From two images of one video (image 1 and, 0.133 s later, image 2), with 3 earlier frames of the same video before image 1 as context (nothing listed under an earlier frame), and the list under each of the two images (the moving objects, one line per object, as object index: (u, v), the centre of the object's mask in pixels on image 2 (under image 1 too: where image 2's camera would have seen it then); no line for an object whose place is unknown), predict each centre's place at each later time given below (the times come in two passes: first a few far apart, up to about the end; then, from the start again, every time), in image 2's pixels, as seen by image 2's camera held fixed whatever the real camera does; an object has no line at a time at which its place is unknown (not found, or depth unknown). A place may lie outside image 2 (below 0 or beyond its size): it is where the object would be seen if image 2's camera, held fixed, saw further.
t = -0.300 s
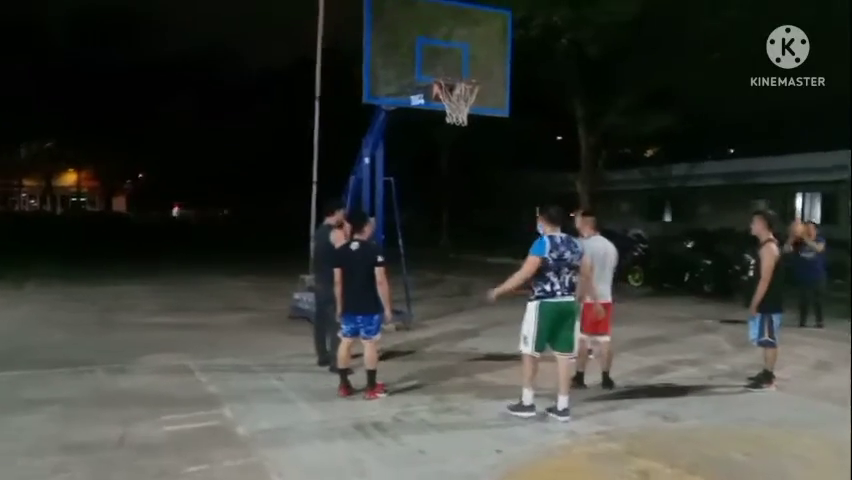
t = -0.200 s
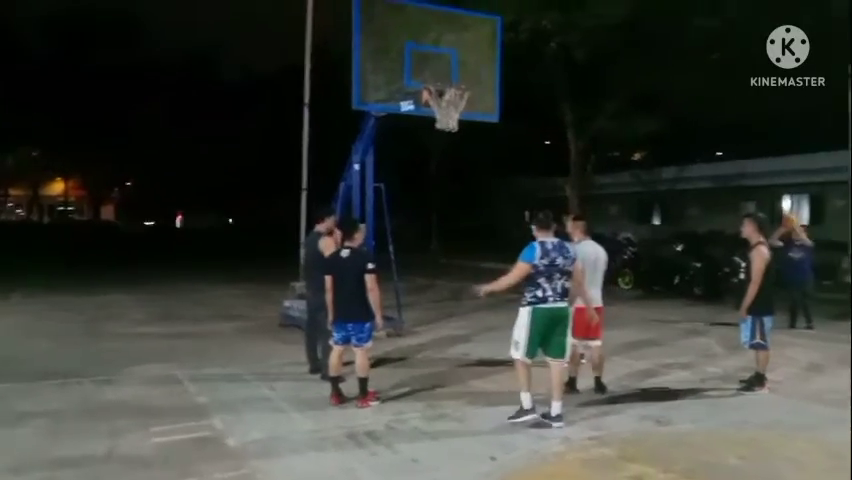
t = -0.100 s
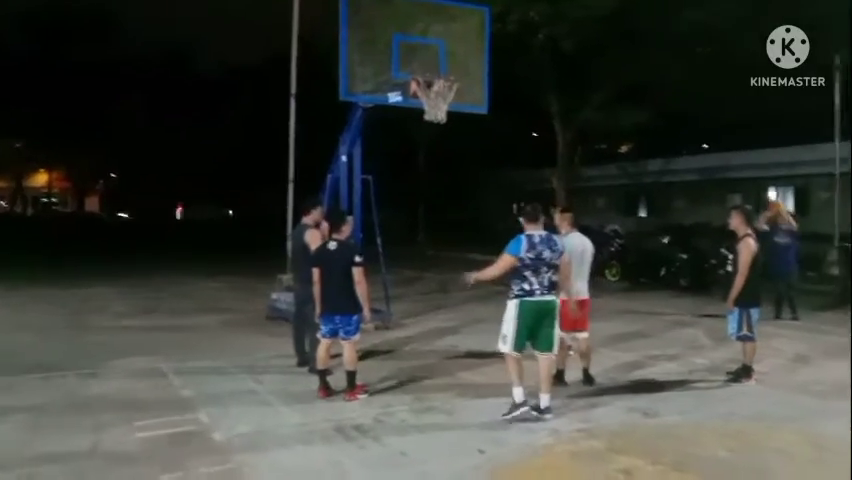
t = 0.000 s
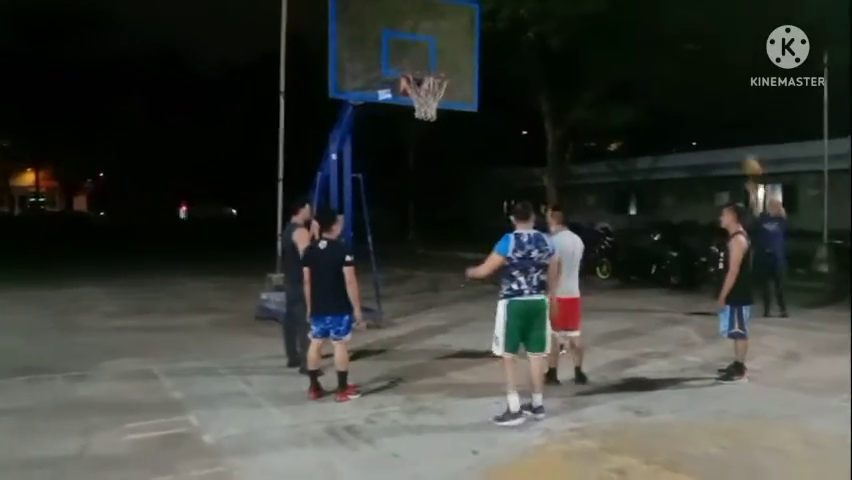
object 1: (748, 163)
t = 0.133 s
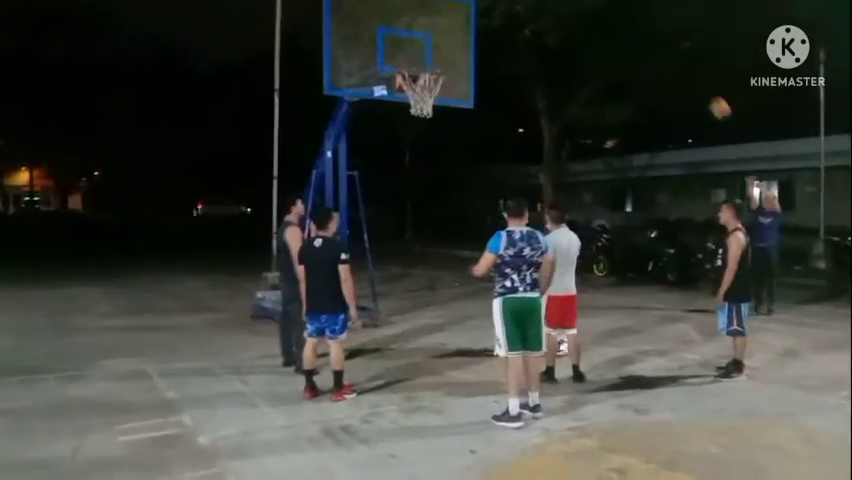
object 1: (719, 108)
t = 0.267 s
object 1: (690, 62)
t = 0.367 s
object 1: (665, 35)
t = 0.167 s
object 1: (712, 96)
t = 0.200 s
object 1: (705, 83)
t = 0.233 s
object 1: (697, 72)
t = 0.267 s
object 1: (690, 62)
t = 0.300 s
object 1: (682, 51)
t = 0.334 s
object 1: (674, 42)
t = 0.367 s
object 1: (665, 35)
